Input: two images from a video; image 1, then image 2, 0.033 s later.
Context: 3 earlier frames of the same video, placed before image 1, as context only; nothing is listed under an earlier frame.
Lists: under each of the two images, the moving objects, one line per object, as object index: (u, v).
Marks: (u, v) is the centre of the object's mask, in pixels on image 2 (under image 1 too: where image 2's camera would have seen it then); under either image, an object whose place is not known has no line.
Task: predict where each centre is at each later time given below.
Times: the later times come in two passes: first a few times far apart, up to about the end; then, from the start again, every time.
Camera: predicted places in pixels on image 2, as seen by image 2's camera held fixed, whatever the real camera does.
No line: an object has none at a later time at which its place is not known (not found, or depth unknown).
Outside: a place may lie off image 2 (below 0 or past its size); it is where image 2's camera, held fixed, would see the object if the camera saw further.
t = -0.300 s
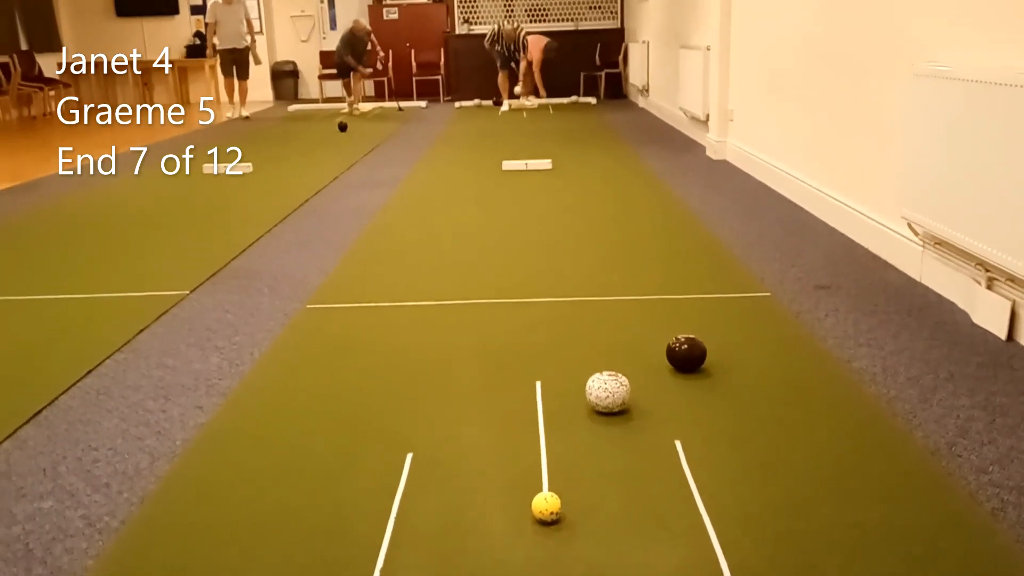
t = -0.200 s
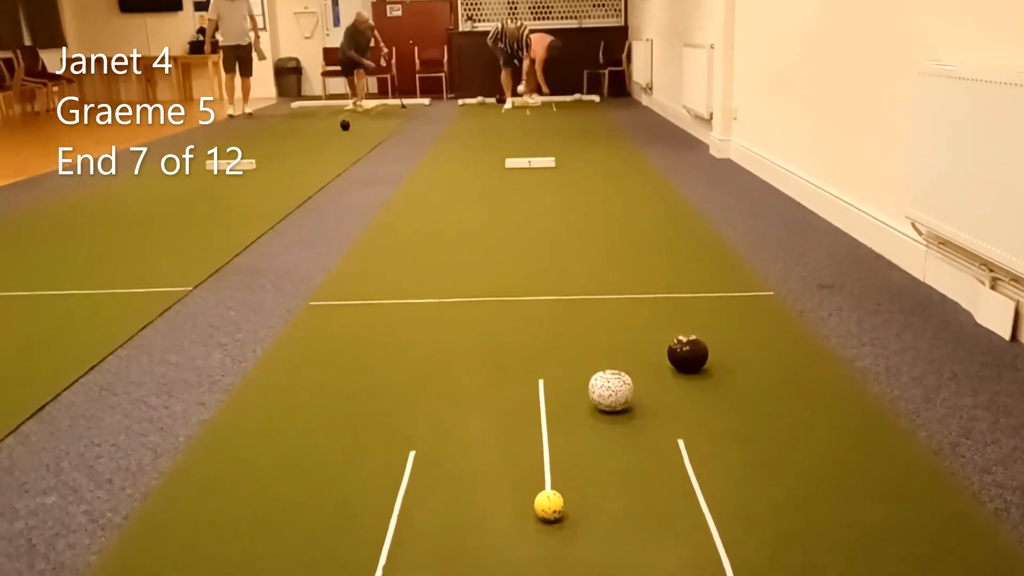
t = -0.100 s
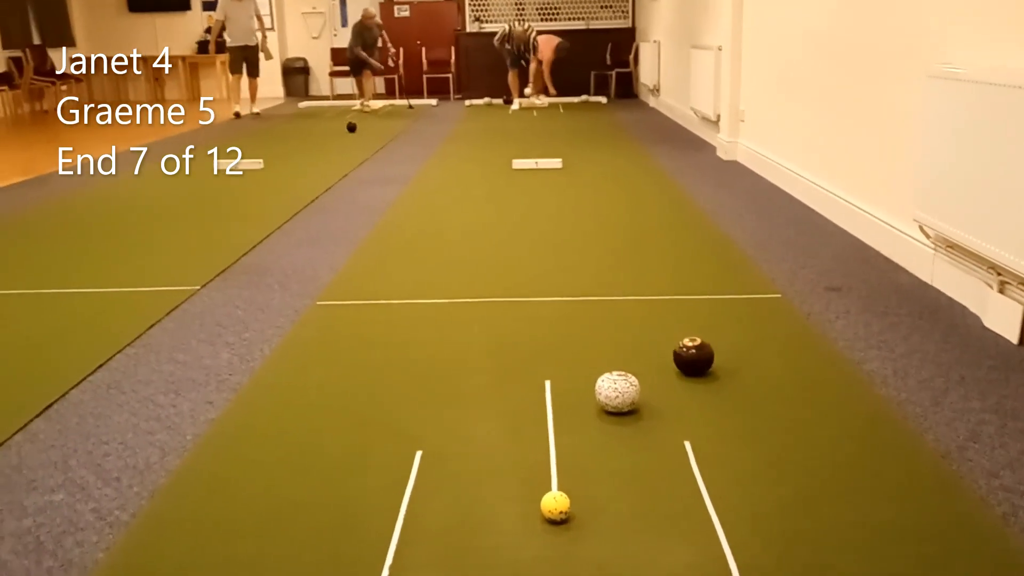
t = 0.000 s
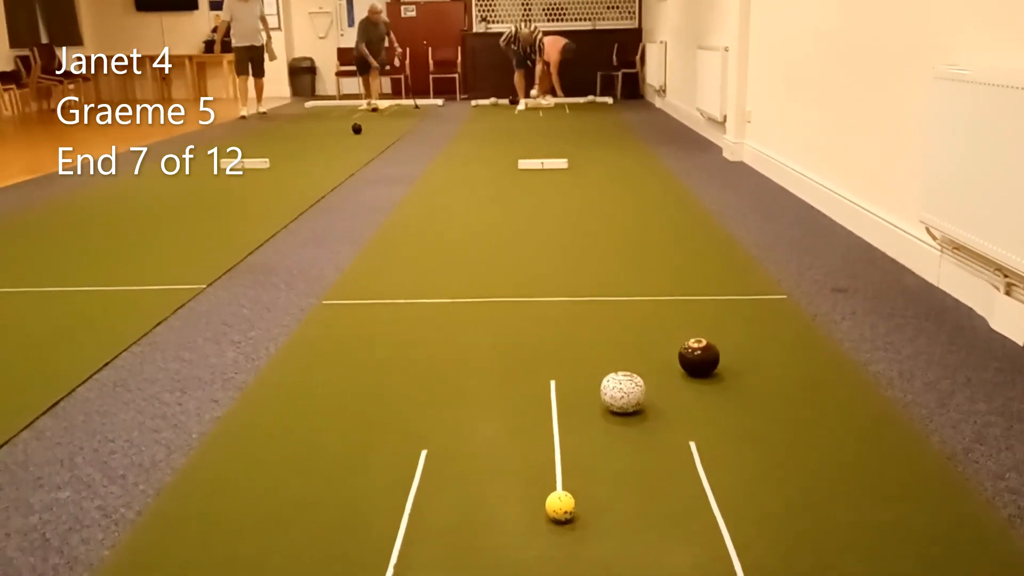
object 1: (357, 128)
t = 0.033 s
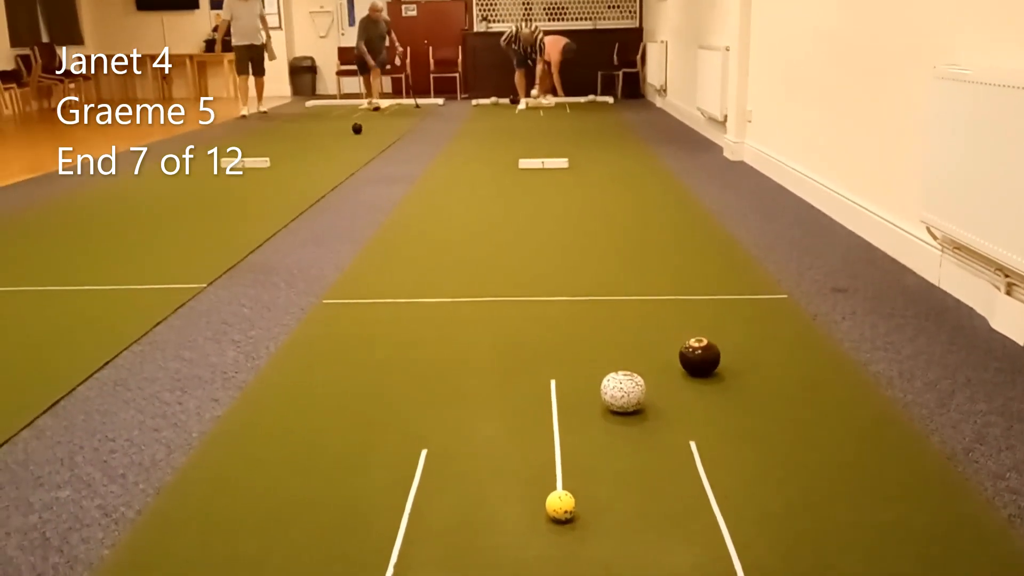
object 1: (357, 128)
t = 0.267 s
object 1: (355, 133)
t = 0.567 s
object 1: (351, 139)
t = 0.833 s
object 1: (347, 145)
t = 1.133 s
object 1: (341, 151)
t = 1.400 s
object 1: (334, 158)
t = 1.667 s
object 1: (326, 165)
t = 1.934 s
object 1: (317, 173)
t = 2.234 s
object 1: (304, 182)
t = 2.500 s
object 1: (291, 191)
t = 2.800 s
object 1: (273, 201)
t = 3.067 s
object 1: (255, 211)
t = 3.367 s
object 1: (231, 223)
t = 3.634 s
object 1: (208, 235)
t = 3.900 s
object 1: (183, 247)
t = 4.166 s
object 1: (155, 260)
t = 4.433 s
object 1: (124, 272)
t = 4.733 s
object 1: (86, 288)
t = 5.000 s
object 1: (50, 301)
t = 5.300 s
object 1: (11, 316)
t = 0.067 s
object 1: (357, 129)
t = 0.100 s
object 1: (356, 130)
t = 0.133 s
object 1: (356, 130)
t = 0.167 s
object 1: (356, 131)
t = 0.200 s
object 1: (355, 131)
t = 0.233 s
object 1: (355, 132)
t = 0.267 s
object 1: (355, 133)
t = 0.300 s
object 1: (354, 133)
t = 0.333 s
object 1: (354, 134)
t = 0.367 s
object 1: (354, 135)
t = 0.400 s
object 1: (353, 136)
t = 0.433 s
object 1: (353, 136)
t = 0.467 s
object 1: (353, 137)
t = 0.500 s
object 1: (352, 137)
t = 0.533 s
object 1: (352, 138)
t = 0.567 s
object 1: (351, 139)
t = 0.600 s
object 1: (351, 140)
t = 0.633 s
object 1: (350, 140)
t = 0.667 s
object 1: (350, 141)
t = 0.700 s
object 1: (349, 142)
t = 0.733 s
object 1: (349, 143)
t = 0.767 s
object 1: (348, 143)
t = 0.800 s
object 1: (347, 144)
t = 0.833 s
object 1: (347, 145)
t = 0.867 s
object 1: (346, 146)
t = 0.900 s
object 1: (345, 146)
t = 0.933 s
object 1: (345, 147)
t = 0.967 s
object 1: (344, 148)
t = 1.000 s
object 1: (344, 149)
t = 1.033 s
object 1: (343, 149)
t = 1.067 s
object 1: (342, 150)
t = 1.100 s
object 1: (342, 151)
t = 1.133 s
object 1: (341, 151)
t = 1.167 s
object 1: (340, 152)
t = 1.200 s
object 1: (339, 153)
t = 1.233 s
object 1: (339, 154)
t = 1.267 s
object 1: (338, 155)
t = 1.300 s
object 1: (337, 156)
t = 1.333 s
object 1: (336, 156)
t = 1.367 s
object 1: (335, 157)
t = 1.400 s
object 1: (334, 158)
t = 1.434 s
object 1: (333, 159)
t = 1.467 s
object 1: (332, 160)
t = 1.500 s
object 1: (331, 161)
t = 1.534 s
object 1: (330, 162)
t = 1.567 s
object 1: (329, 162)
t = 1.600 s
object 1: (328, 163)
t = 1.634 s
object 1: (327, 164)
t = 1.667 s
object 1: (326, 165)
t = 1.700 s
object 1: (325, 166)
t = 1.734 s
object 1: (324, 167)
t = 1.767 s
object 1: (323, 168)
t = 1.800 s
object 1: (322, 169)
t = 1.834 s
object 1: (320, 170)
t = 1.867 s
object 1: (319, 171)
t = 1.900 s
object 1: (318, 172)
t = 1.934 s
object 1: (317, 173)
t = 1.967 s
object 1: (316, 174)
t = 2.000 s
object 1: (314, 175)
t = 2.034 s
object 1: (313, 176)
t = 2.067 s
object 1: (311, 177)
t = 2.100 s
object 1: (310, 178)
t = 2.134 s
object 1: (308, 179)
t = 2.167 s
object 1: (307, 180)
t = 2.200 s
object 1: (305, 181)
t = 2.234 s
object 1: (304, 182)
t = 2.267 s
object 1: (302, 183)
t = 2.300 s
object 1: (301, 184)
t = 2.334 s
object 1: (299, 186)
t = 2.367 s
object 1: (298, 186)
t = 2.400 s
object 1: (296, 188)
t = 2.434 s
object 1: (294, 189)
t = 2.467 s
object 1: (293, 190)
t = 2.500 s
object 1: (291, 191)
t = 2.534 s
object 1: (289, 192)
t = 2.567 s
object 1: (287, 193)
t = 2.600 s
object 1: (285, 194)
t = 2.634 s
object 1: (283, 195)
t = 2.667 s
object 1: (281, 196)
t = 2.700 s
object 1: (279, 198)
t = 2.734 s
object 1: (277, 199)
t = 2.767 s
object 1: (275, 200)
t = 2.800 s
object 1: (273, 201)
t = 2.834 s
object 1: (270, 202)
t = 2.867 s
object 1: (268, 203)
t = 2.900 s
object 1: (266, 205)
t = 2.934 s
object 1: (264, 206)
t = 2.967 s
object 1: (261, 208)
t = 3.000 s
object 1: (259, 209)
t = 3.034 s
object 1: (257, 210)
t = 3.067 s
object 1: (255, 211)
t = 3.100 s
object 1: (252, 213)
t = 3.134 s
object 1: (250, 214)
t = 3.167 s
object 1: (247, 215)
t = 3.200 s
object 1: (245, 217)
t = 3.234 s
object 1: (242, 218)
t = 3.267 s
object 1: (239, 219)
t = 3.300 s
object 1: (237, 221)
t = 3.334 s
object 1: (234, 222)
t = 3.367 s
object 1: (231, 223)
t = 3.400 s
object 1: (229, 225)
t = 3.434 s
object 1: (226, 226)
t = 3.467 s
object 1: (223, 228)
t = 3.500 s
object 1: (220, 229)
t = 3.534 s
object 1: (217, 231)
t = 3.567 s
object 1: (215, 232)
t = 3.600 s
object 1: (212, 233)
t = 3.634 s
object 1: (208, 235)
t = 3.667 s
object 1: (206, 236)
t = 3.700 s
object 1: (202, 238)
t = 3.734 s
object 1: (200, 240)
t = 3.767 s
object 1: (197, 241)
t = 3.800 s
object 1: (193, 242)
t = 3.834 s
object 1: (190, 244)
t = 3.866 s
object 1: (187, 246)
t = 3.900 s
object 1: (183, 247)
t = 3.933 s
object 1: (180, 249)
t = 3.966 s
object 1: (177, 250)
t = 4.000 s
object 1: (173, 252)
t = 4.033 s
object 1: (169, 254)
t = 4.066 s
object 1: (166, 255)
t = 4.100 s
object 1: (163, 257)
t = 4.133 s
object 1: (159, 258)
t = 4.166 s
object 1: (155, 260)
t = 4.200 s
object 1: (152, 261)
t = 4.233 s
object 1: (148, 263)
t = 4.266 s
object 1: (144, 265)
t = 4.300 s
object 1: (140, 266)
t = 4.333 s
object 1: (137, 268)
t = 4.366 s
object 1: (133, 269)
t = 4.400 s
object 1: (128, 271)
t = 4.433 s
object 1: (124, 272)
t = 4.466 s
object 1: (120, 274)
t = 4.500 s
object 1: (116, 276)
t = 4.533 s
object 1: (112, 278)
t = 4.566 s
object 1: (108, 279)
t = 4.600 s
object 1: (104, 281)
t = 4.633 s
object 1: (100, 283)
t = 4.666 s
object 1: (95, 284)
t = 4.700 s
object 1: (91, 286)
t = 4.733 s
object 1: (86, 288)
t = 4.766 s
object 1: (82, 289)
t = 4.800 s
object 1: (78, 291)
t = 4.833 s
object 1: (73, 292)
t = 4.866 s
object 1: (69, 294)
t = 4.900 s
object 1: (64, 296)
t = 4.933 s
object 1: (60, 298)
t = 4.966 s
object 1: (55, 299)
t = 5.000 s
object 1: (50, 301)
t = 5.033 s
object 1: (46, 303)
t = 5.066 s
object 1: (41, 304)
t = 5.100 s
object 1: (36, 306)
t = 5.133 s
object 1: (32, 308)
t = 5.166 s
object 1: (27, 310)
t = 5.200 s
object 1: (22, 311)
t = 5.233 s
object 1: (17, 313)
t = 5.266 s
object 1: (14, 315)
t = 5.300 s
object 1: (11, 316)
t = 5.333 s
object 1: (9, 318)
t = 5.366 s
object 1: (6, 319)
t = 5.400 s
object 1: (4, 321)
